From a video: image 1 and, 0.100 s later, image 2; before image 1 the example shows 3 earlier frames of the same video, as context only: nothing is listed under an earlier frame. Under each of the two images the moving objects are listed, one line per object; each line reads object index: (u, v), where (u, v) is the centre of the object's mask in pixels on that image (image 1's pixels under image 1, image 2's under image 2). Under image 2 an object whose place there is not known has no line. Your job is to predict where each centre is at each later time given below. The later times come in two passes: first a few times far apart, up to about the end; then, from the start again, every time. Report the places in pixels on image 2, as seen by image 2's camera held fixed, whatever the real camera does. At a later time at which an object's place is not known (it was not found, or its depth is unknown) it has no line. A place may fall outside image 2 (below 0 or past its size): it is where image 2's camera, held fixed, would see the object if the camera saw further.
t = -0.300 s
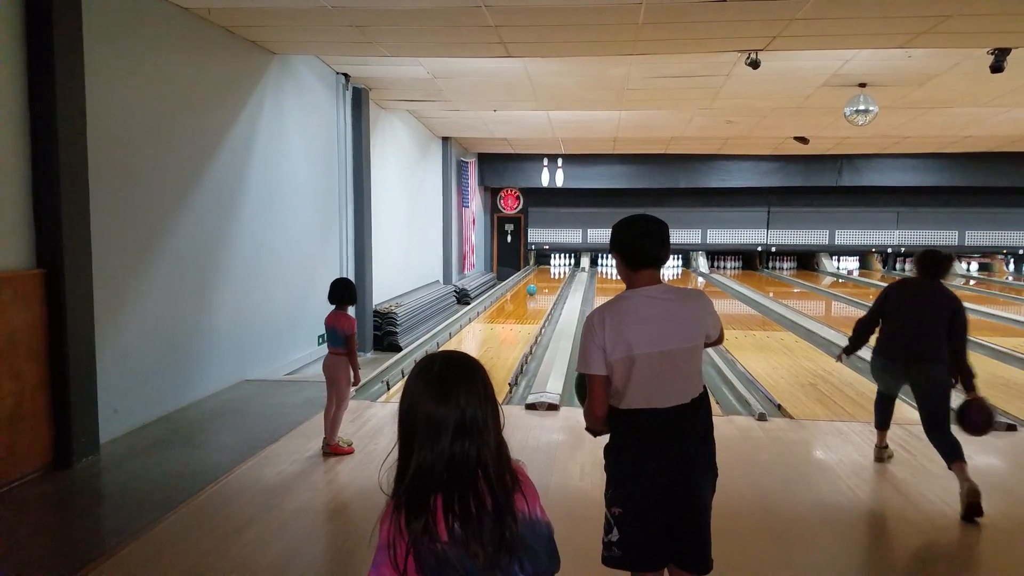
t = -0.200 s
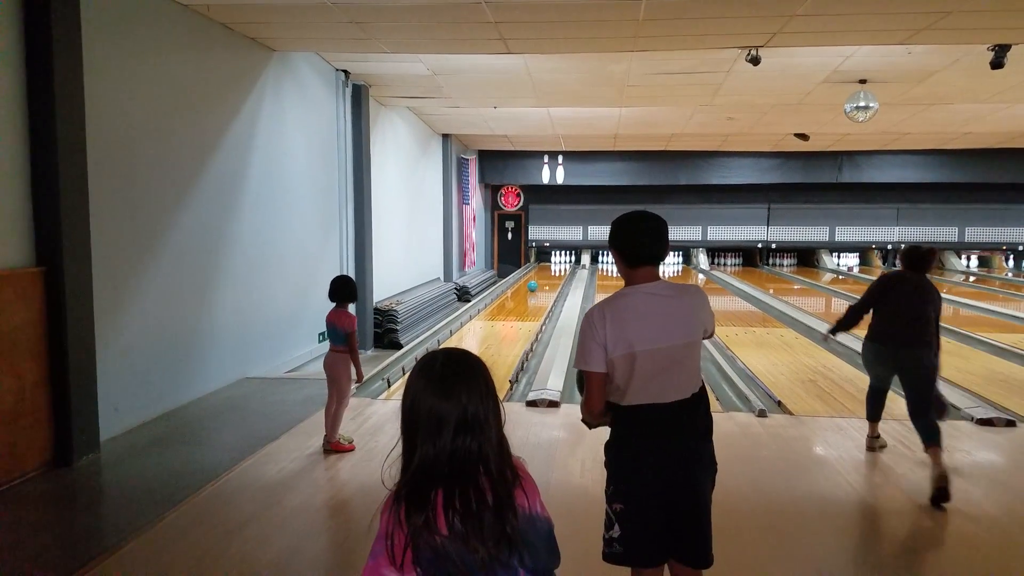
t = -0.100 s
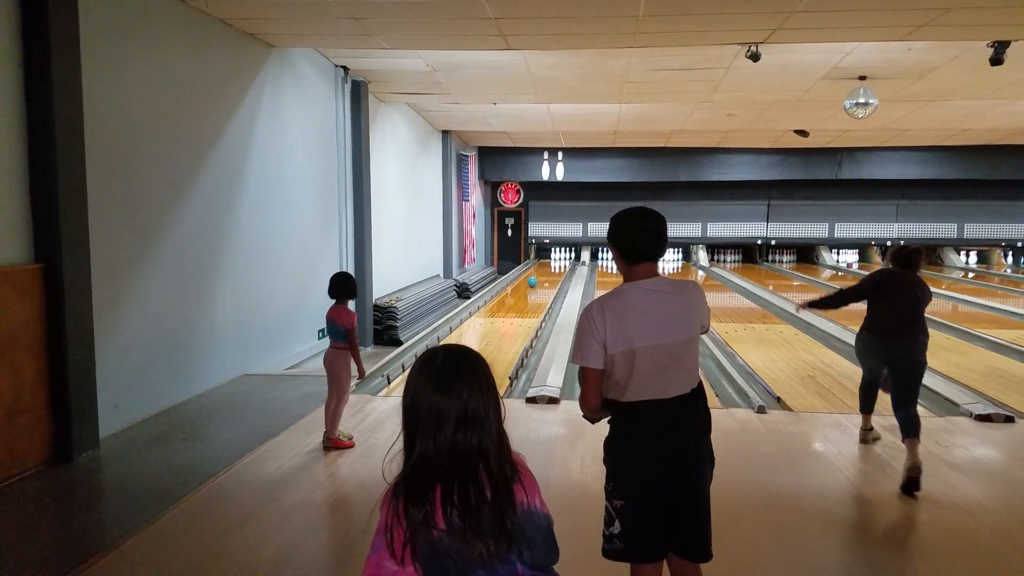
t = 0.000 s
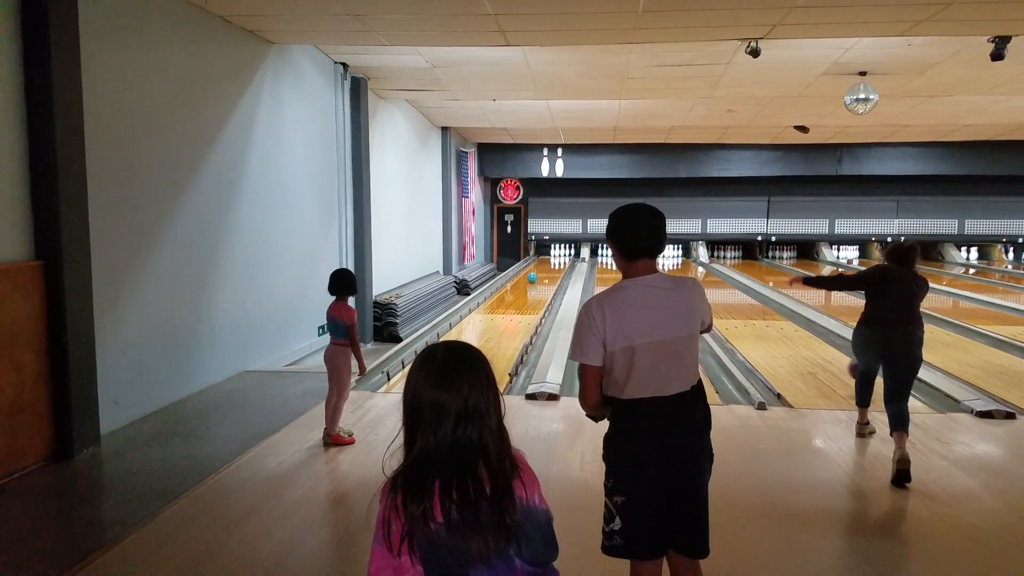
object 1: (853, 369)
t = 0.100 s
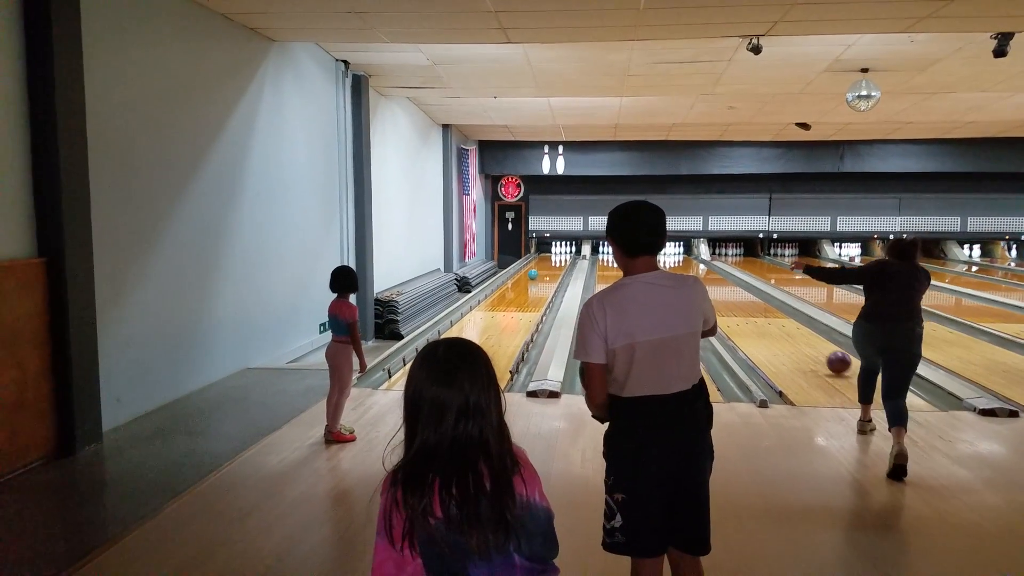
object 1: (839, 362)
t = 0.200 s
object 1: (819, 348)
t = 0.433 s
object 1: (783, 325)
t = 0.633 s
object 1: (762, 309)
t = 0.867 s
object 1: (742, 296)
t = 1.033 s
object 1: (731, 289)
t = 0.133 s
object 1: (832, 356)
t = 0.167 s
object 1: (825, 352)
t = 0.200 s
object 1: (819, 348)
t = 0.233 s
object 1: (813, 346)
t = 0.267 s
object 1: (807, 341)
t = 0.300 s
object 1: (802, 338)
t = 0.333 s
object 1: (797, 334)
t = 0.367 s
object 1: (792, 331)
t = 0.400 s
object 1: (788, 328)
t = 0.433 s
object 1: (783, 325)
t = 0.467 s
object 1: (779, 322)
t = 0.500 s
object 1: (776, 319)
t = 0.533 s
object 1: (772, 316)
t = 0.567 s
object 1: (769, 314)
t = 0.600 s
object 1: (765, 311)
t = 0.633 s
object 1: (762, 309)
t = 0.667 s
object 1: (759, 307)
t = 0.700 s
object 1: (756, 305)
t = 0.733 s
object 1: (753, 303)
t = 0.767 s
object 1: (750, 301)
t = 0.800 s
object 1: (747, 299)
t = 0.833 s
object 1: (745, 298)
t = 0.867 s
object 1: (742, 296)
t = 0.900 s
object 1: (740, 294)
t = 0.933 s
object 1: (738, 293)
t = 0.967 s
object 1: (735, 291)
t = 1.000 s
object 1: (733, 290)
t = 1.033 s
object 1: (731, 289)
